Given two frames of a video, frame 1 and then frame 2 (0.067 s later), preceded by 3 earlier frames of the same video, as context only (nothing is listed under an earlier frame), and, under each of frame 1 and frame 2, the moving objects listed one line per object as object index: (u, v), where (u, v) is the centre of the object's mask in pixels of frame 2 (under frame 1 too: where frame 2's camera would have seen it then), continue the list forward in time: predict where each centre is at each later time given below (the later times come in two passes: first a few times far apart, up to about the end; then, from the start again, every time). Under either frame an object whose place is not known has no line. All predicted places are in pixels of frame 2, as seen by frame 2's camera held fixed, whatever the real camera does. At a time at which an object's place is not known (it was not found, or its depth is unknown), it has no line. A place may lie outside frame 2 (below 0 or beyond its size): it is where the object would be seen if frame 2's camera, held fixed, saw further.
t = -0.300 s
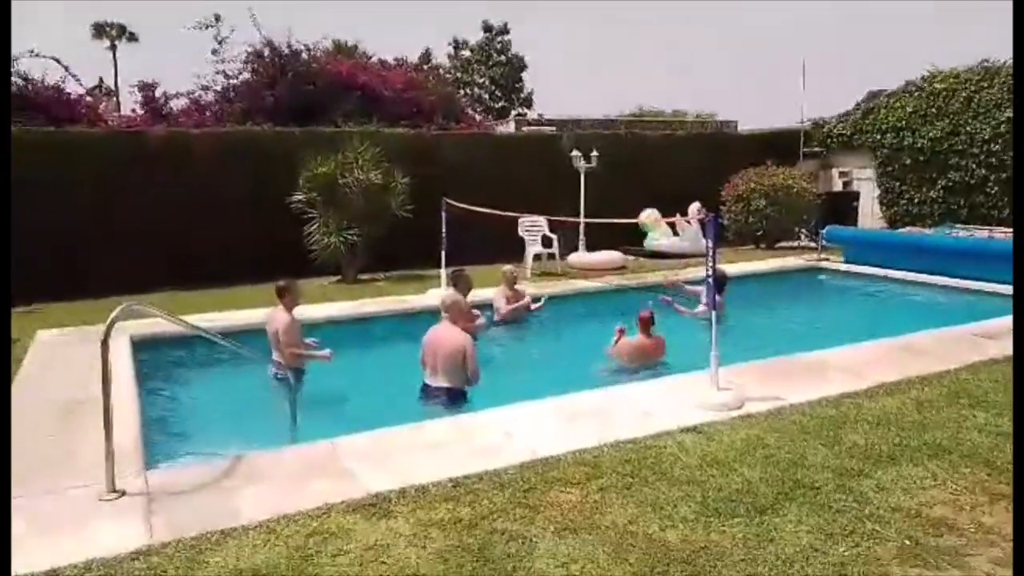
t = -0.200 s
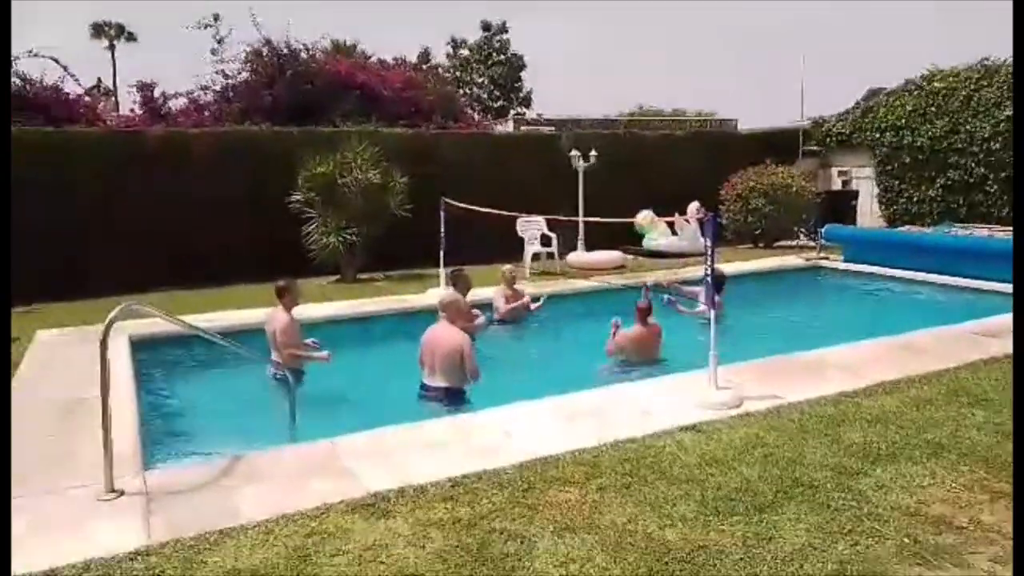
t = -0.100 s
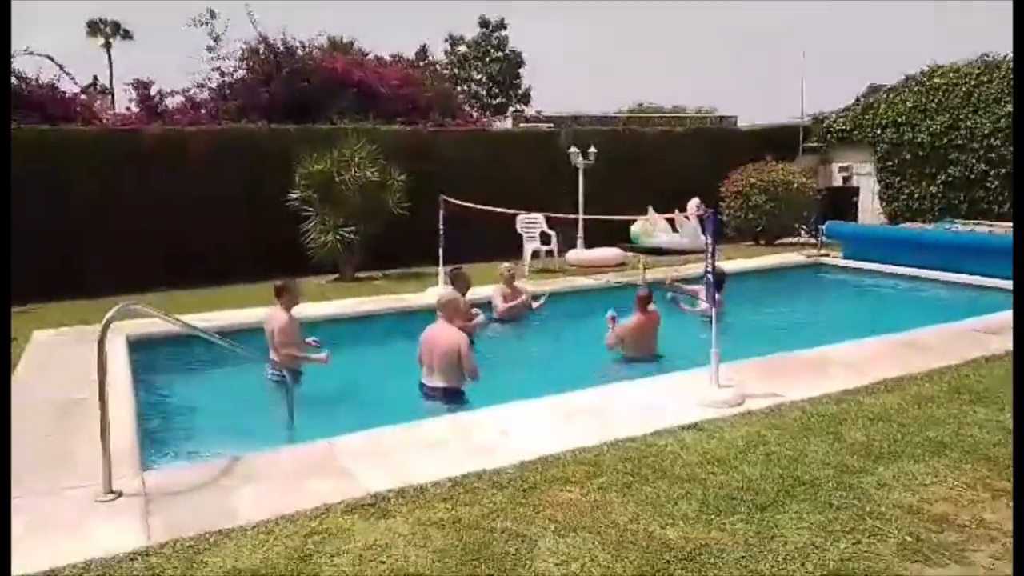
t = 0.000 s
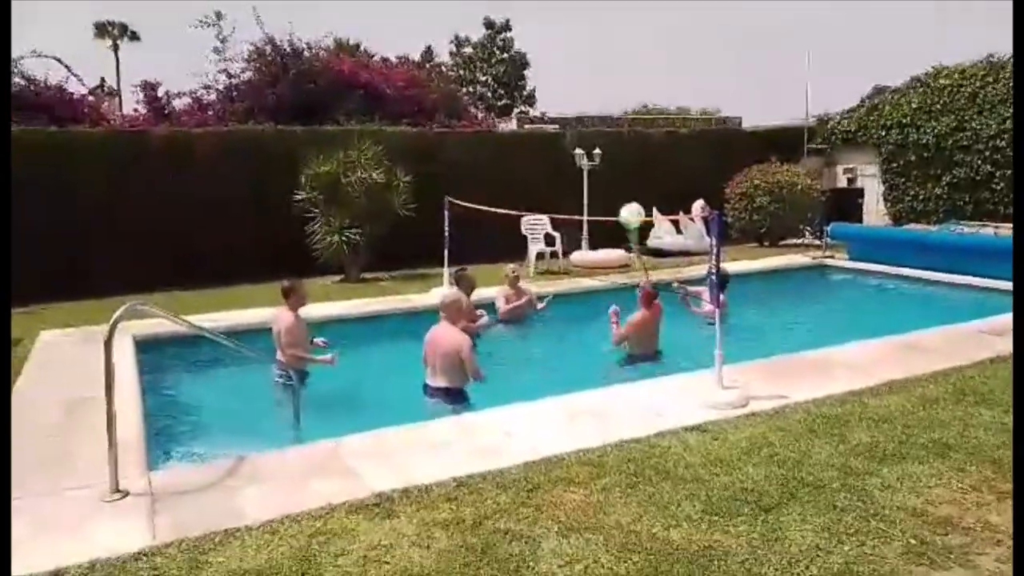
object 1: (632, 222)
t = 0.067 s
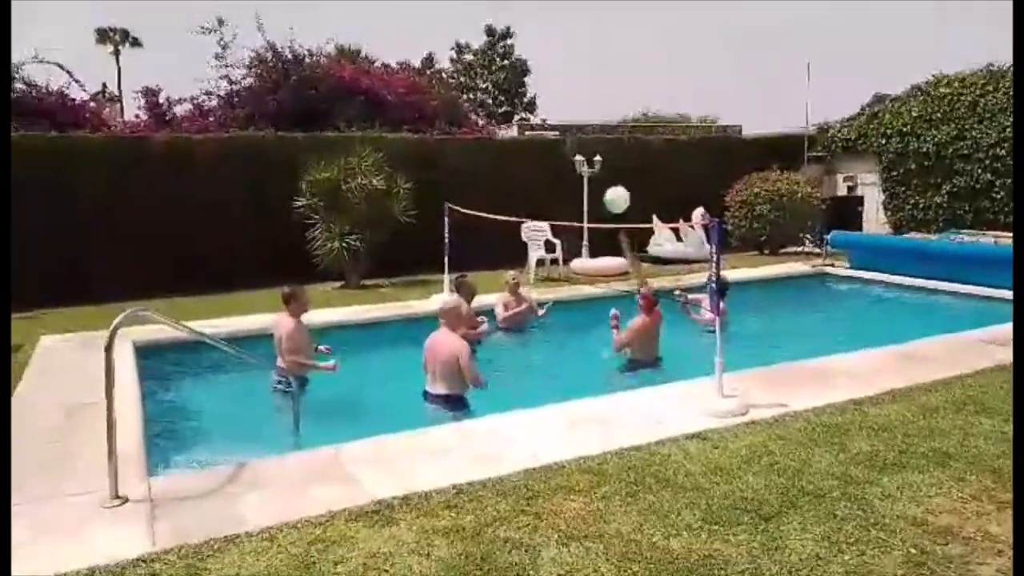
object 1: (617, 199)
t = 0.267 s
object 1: (564, 154)
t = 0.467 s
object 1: (506, 150)
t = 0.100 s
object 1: (609, 188)
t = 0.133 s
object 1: (600, 179)
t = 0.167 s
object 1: (592, 170)
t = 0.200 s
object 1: (584, 163)
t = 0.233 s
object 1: (574, 159)
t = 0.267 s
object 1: (564, 154)
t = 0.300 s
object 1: (555, 151)
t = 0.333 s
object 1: (545, 149)
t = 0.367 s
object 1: (536, 148)
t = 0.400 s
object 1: (526, 148)
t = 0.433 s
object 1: (516, 149)
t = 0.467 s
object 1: (506, 150)
